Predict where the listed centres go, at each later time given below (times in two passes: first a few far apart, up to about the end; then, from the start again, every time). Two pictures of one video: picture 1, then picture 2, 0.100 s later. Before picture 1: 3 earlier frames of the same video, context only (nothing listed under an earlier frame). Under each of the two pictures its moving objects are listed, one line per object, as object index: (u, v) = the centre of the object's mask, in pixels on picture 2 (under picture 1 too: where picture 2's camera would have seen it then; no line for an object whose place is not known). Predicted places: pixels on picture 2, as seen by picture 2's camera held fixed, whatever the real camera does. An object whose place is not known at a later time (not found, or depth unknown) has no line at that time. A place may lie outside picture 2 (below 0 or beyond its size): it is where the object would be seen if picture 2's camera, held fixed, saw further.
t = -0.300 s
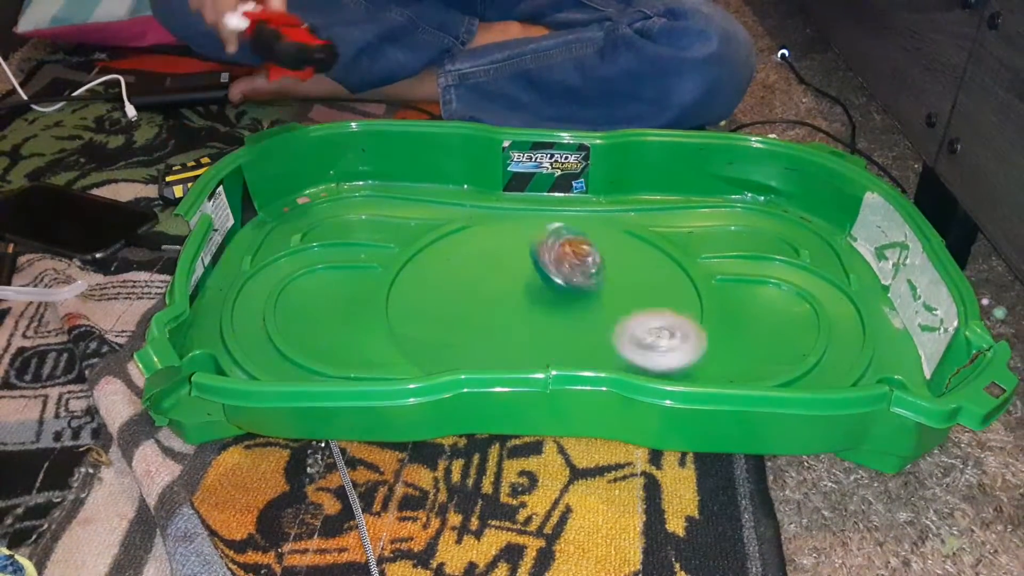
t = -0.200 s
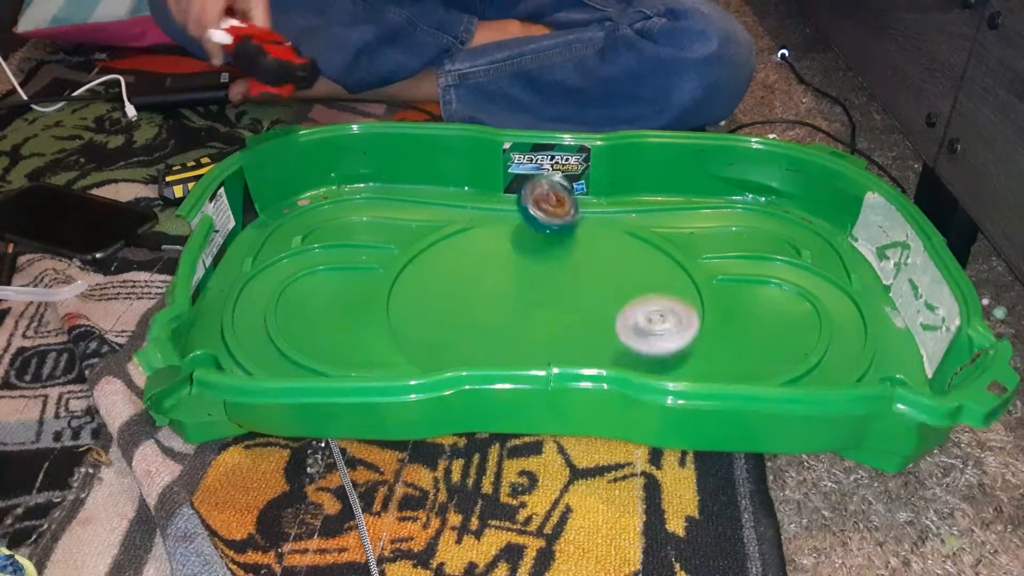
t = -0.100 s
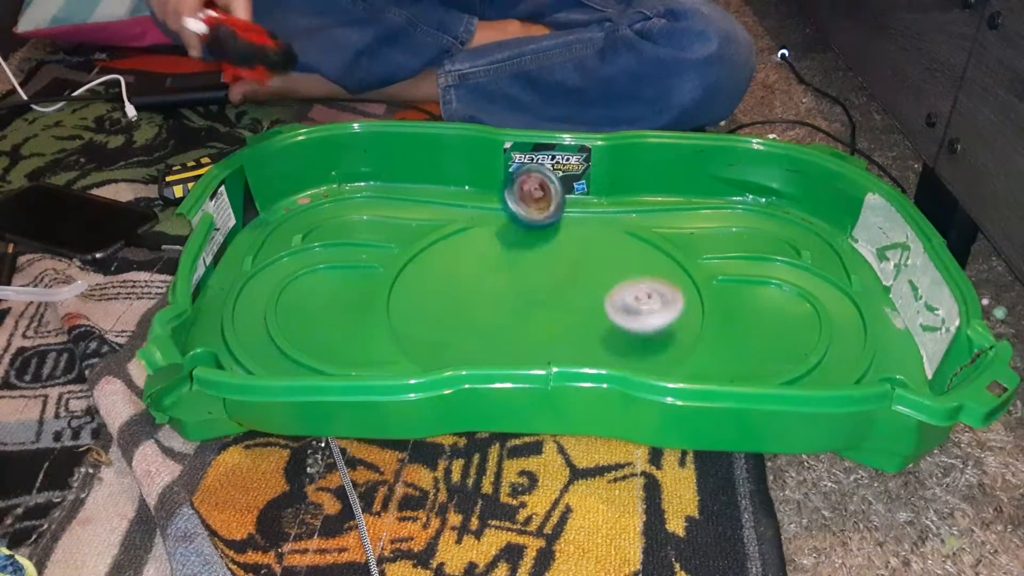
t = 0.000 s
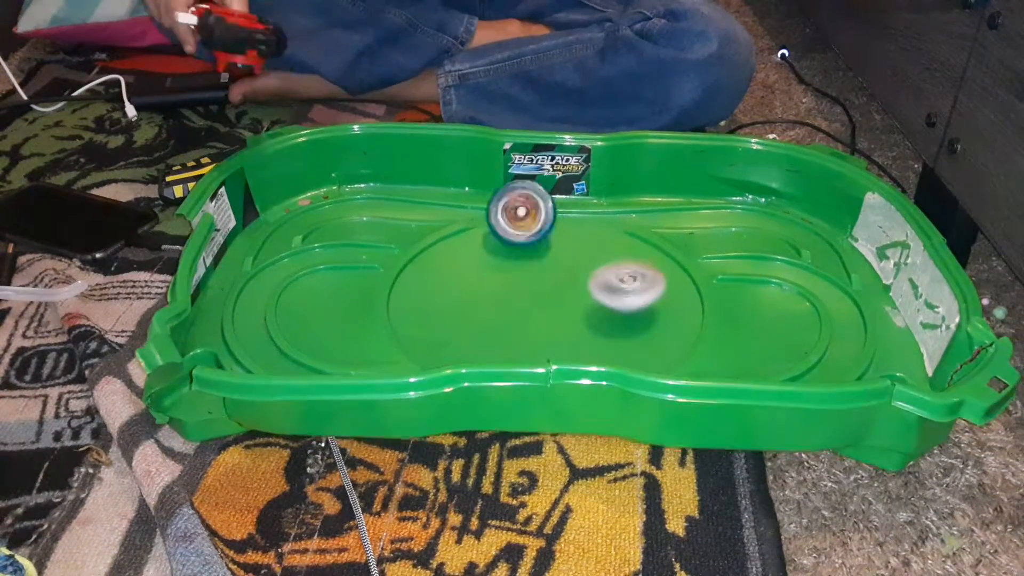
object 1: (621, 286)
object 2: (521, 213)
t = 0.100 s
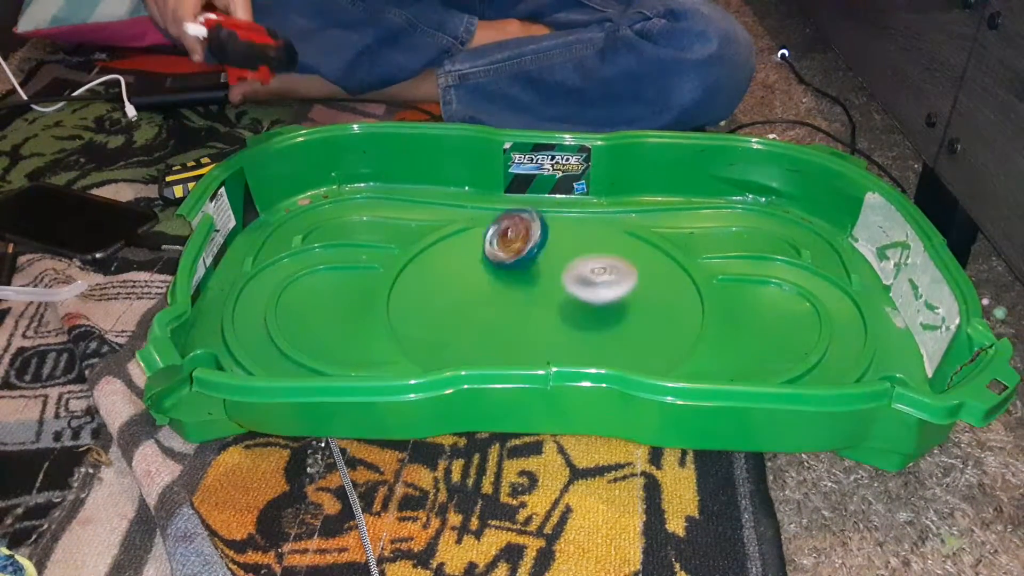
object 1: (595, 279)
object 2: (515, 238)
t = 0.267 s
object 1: (559, 292)
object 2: (505, 274)
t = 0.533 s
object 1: (536, 335)
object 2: (466, 300)
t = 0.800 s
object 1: (564, 322)
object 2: (493, 306)
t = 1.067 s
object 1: (554, 285)
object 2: (490, 298)
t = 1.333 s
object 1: (569, 262)
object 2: (485, 288)
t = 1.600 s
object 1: (539, 244)
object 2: (490, 290)
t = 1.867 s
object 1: (533, 266)
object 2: (492, 295)
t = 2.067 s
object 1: (575, 273)
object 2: (493, 294)
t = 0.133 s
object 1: (583, 278)
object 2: (515, 246)
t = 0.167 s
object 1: (574, 279)
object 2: (515, 255)
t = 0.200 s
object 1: (570, 283)
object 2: (513, 262)
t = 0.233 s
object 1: (565, 287)
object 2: (509, 266)
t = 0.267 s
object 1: (559, 292)
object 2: (505, 274)
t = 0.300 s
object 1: (554, 298)
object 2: (499, 280)
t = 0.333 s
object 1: (548, 306)
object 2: (491, 281)
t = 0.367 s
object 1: (541, 312)
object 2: (483, 282)
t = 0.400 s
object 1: (536, 318)
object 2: (474, 286)
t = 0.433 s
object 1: (533, 323)
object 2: (469, 289)
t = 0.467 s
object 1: (533, 328)
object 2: (465, 293)
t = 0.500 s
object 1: (533, 332)
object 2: (465, 297)
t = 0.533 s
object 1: (536, 335)
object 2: (466, 300)
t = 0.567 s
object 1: (540, 338)
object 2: (468, 303)
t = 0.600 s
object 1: (545, 339)
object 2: (471, 305)
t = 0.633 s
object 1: (551, 339)
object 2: (473, 307)
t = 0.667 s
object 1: (556, 337)
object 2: (476, 306)
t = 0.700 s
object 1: (560, 335)
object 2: (481, 306)
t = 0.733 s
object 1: (563, 332)
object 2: (486, 307)
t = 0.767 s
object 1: (564, 327)
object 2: (490, 308)
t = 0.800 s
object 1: (564, 322)
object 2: (493, 306)
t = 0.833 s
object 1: (563, 317)
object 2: (496, 306)
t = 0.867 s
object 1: (559, 311)
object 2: (498, 306)
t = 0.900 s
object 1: (553, 305)
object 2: (498, 305)
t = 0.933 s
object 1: (549, 300)
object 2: (497, 304)
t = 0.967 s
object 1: (549, 297)
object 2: (493, 302)
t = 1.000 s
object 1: (550, 292)
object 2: (490, 301)
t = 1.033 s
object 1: (552, 289)
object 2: (490, 299)
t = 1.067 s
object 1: (554, 285)
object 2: (490, 298)
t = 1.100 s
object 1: (556, 282)
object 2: (491, 297)
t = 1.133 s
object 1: (559, 279)
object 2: (492, 294)
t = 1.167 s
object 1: (561, 277)
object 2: (491, 293)
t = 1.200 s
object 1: (564, 274)
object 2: (491, 292)
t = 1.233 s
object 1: (567, 272)
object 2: (489, 291)
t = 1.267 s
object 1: (568, 268)
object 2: (489, 290)
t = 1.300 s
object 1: (569, 265)
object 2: (487, 290)
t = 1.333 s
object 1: (569, 262)
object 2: (485, 288)
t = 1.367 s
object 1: (568, 258)
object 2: (485, 288)
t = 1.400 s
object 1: (567, 255)
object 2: (486, 288)
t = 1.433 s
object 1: (564, 252)
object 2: (488, 289)
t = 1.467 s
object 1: (561, 249)
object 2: (489, 290)
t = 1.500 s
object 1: (555, 247)
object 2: (490, 290)
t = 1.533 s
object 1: (550, 245)
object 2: (490, 290)
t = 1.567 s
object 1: (544, 244)
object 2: (490, 291)
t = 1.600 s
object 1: (539, 244)
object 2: (490, 290)
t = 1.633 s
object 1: (534, 245)
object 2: (489, 290)
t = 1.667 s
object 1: (529, 247)
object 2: (490, 290)
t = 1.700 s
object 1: (525, 251)
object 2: (490, 291)
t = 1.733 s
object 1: (522, 254)
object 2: (490, 292)
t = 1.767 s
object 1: (521, 258)
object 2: (489, 292)
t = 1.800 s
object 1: (523, 261)
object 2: (489, 293)
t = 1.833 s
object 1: (527, 264)
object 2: (490, 294)
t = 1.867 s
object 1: (533, 266)
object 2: (492, 295)
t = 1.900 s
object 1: (539, 268)
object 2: (493, 295)
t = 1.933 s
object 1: (547, 269)
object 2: (493, 295)
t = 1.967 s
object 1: (554, 270)
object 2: (493, 294)
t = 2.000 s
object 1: (562, 271)
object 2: (492, 294)
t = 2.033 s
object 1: (569, 273)
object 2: (493, 294)
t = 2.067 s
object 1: (575, 273)
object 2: (493, 294)
